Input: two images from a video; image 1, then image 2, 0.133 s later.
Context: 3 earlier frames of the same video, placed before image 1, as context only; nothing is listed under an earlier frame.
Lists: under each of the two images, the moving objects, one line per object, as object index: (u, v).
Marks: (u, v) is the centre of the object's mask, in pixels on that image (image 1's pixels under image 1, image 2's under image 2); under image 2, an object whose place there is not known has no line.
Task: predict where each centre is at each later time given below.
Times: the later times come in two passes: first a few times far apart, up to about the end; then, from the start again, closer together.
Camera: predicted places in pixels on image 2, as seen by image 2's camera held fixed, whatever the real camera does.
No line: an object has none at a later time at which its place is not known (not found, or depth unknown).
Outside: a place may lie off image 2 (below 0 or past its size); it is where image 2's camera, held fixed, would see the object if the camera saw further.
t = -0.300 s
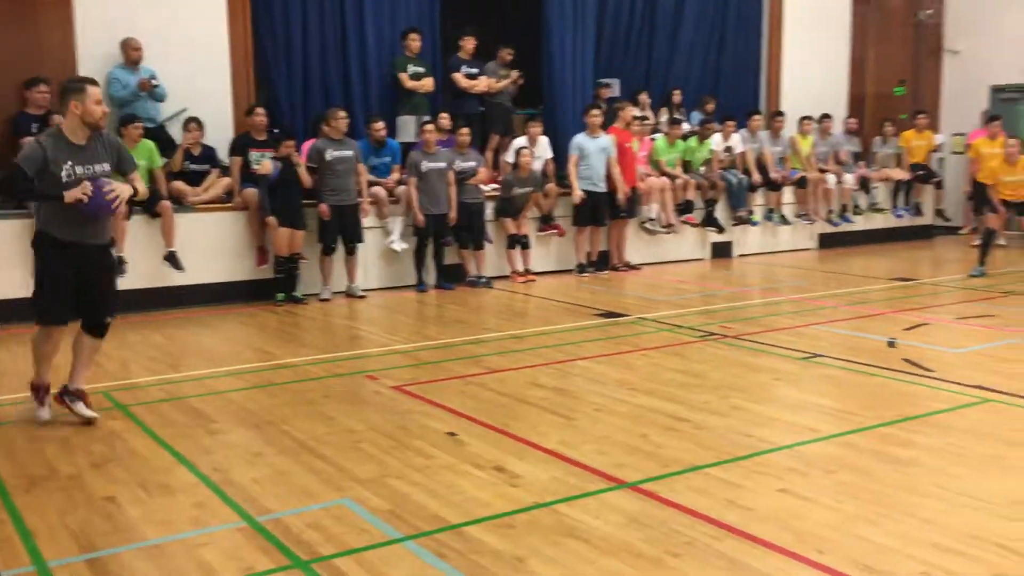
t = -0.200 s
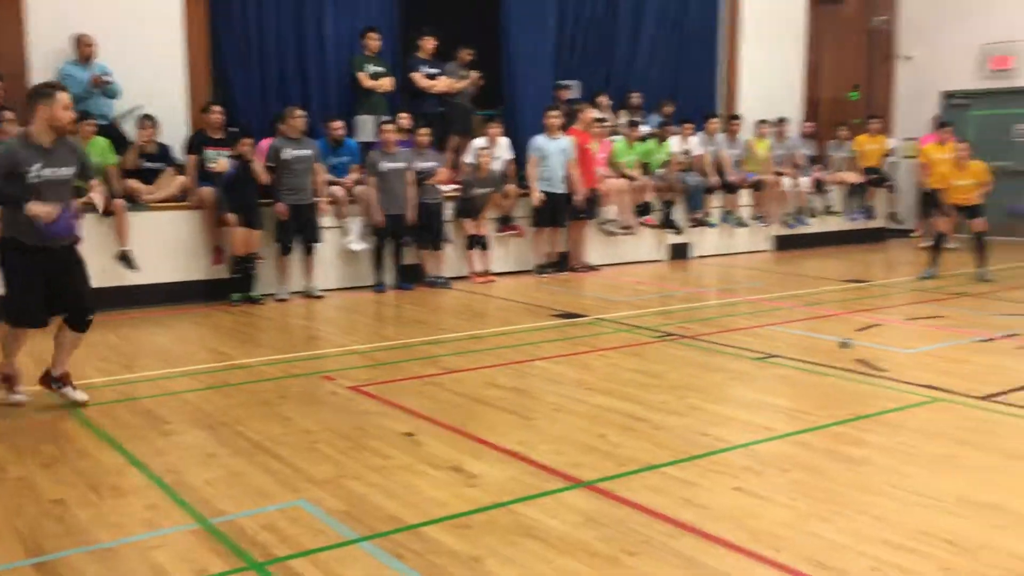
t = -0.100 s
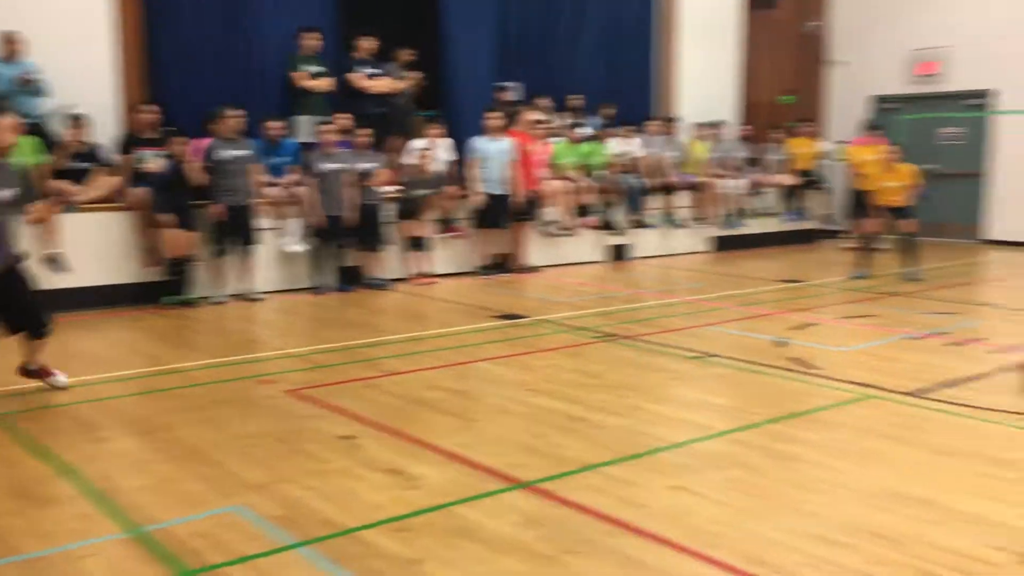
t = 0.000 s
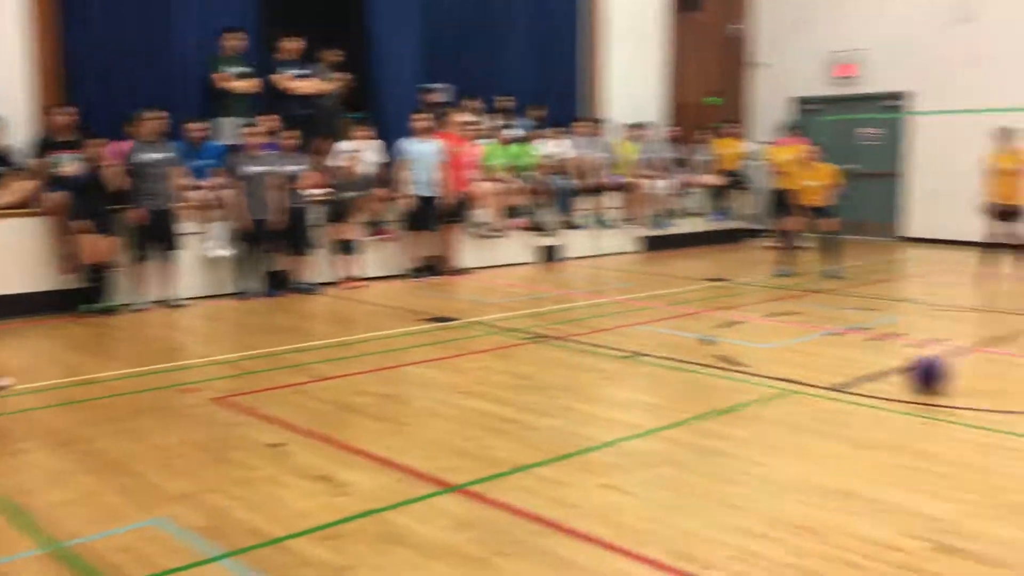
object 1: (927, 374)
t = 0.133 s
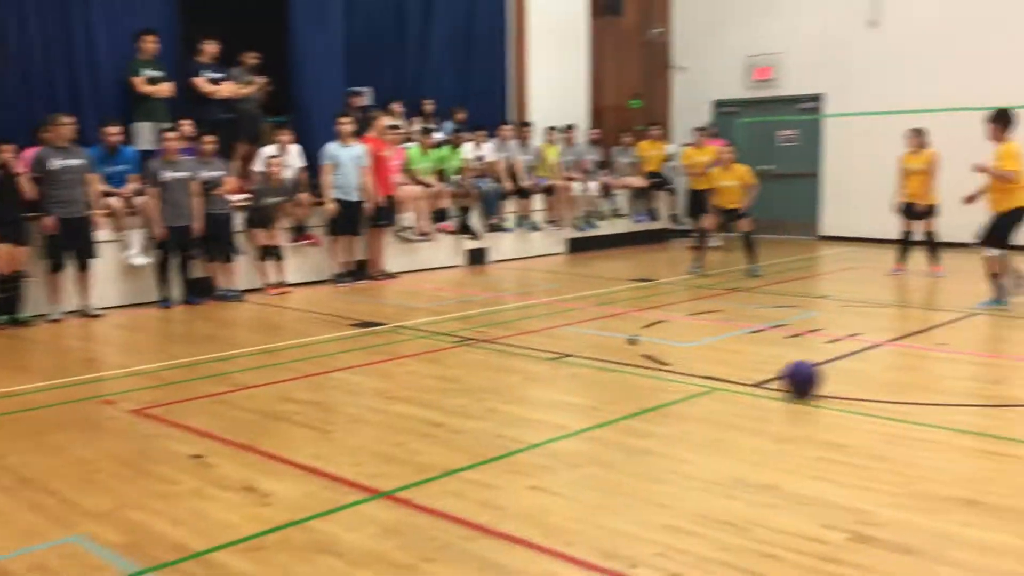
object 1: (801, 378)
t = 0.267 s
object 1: (756, 389)
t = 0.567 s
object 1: (641, 415)
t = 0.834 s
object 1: (522, 443)
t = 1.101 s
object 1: (381, 476)
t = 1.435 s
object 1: (164, 513)
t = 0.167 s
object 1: (789, 381)
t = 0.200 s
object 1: (778, 385)
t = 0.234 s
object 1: (766, 387)
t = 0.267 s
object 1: (756, 389)
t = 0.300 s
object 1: (744, 392)
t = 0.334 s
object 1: (732, 395)
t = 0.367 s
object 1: (720, 397)
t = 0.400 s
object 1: (707, 401)
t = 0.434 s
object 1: (694, 404)
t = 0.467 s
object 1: (681, 407)
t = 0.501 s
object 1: (668, 409)
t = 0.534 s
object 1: (655, 413)
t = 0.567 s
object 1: (641, 415)
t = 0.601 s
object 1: (627, 419)
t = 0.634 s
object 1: (613, 422)
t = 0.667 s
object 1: (598, 425)
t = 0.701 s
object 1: (583, 428)
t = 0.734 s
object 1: (568, 432)
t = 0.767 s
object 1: (553, 436)
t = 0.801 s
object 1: (537, 439)
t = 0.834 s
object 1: (522, 443)
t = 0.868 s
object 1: (505, 447)
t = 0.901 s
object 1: (488, 451)
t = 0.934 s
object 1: (471, 454)
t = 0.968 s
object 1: (453, 459)
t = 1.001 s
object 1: (436, 463)
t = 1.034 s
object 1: (418, 467)
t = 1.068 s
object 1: (400, 472)
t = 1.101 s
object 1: (381, 476)
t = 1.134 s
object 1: (362, 480)
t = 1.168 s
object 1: (342, 486)
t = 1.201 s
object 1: (321, 491)
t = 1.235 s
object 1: (300, 496)
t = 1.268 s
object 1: (279, 500)
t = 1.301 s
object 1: (257, 505)
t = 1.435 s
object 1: (164, 513)
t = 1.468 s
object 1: (140, 516)
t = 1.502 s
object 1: (116, 518)
